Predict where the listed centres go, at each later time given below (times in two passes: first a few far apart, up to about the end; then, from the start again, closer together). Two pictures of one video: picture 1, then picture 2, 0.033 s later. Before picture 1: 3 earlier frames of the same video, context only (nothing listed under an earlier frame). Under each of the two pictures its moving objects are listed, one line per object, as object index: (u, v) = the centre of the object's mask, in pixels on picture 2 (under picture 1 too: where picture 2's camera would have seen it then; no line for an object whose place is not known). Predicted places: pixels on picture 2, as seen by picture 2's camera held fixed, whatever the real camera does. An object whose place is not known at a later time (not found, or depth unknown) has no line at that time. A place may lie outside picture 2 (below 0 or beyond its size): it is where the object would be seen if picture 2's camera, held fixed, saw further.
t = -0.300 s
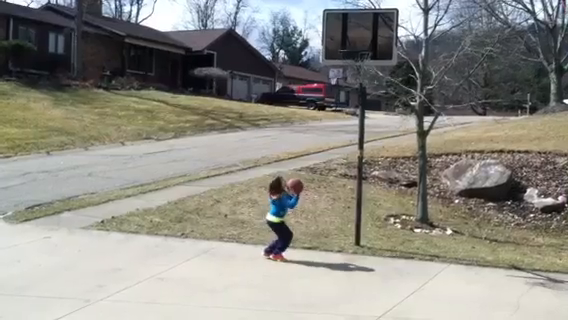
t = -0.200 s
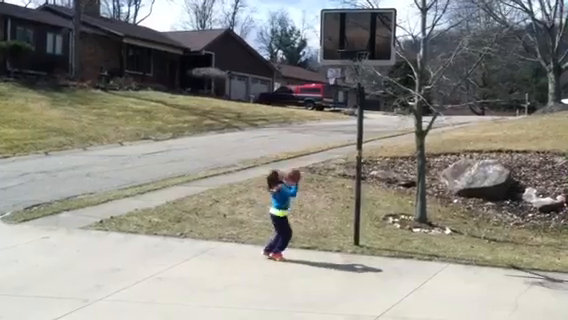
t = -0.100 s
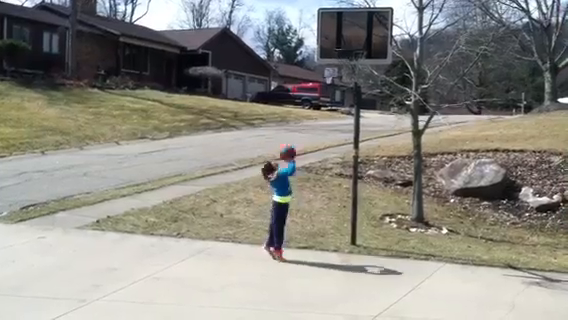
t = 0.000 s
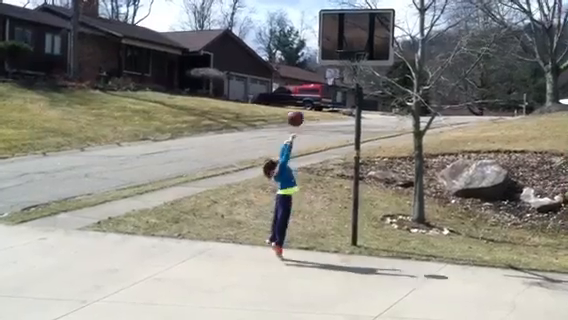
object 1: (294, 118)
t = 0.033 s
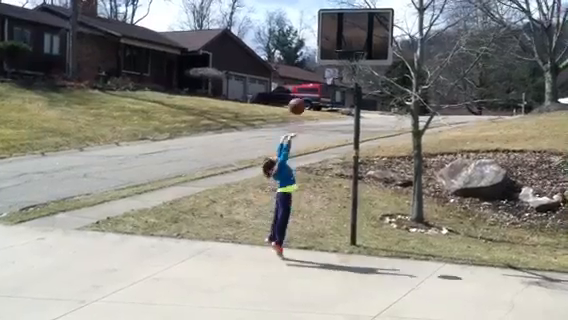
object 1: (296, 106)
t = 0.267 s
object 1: (315, 45)
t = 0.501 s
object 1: (335, 19)
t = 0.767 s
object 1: (355, 35)
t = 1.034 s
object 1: (344, 56)
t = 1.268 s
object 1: (349, 81)
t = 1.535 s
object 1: (355, 137)
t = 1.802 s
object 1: (358, 245)
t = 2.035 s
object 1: (363, 204)
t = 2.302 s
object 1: (370, 176)
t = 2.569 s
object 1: (375, 195)
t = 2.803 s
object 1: (378, 263)
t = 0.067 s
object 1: (297, 93)
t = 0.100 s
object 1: (302, 83)
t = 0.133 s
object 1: (305, 75)
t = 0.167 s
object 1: (307, 67)
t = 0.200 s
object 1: (311, 59)
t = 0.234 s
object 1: (313, 52)
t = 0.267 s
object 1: (315, 45)
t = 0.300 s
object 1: (319, 39)
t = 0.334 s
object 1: (321, 34)
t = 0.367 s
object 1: (324, 29)
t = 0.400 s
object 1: (326, 24)
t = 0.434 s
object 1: (328, 22)
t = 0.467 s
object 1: (332, 19)
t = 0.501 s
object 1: (335, 19)
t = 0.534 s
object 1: (338, 19)
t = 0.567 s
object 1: (340, 19)
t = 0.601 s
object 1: (341, 19)
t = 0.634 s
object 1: (344, 21)
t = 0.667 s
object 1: (348, 23)
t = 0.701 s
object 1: (350, 26)
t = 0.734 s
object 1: (352, 30)
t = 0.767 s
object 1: (355, 35)
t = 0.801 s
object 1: (357, 41)
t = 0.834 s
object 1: (358, 46)
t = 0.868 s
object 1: (356, 46)
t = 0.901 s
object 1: (353, 48)
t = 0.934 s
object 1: (347, 48)
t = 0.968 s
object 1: (344, 51)
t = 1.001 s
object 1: (344, 53)
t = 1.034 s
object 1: (344, 56)
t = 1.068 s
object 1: (344, 59)
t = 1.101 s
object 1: (346, 64)
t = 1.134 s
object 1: (347, 68)
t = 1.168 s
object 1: (347, 70)
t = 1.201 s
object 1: (347, 72)
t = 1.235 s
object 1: (347, 75)
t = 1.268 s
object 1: (349, 81)
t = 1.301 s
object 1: (349, 84)
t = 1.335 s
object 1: (348, 87)
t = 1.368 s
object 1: (350, 96)
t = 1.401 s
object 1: (351, 101)
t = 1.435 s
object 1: (352, 109)
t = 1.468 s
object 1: (353, 118)
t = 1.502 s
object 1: (354, 127)
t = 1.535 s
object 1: (355, 137)
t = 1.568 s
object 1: (355, 148)
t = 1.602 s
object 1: (357, 159)
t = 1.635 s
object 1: (357, 170)
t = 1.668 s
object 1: (357, 183)
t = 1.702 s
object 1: (357, 198)
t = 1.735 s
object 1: (358, 212)
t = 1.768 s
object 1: (357, 229)
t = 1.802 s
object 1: (358, 245)
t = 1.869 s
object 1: (359, 245)
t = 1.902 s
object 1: (360, 237)
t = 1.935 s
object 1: (361, 228)
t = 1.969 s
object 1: (362, 219)
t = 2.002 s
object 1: (362, 212)
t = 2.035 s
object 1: (363, 204)
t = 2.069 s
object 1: (365, 198)
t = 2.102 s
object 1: (366, 193)
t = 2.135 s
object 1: (367, 189)
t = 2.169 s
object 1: (367, 184)
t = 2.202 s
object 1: (368, 181)
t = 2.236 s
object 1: (368, 178)
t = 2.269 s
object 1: (370, 177)
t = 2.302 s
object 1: (370, 176)
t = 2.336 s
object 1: (371, 175)
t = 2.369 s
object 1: (371, 175)
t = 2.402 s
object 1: (372, 177)
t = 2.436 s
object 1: (372, 179)
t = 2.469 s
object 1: (373, 180)
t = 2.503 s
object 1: (374, 186)
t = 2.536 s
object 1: (374, 190)
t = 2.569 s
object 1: (375, 195)
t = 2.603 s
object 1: (376, 203)
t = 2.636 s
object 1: (376, 211)
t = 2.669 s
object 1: (376, 219)
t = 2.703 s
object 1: (377, 229)
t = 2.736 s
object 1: (377, 240)
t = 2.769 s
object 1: (377, 251)
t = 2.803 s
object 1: (378, 263)
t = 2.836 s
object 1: (378, 277)
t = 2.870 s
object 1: (379, 274)
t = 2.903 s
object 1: (379, 266)
